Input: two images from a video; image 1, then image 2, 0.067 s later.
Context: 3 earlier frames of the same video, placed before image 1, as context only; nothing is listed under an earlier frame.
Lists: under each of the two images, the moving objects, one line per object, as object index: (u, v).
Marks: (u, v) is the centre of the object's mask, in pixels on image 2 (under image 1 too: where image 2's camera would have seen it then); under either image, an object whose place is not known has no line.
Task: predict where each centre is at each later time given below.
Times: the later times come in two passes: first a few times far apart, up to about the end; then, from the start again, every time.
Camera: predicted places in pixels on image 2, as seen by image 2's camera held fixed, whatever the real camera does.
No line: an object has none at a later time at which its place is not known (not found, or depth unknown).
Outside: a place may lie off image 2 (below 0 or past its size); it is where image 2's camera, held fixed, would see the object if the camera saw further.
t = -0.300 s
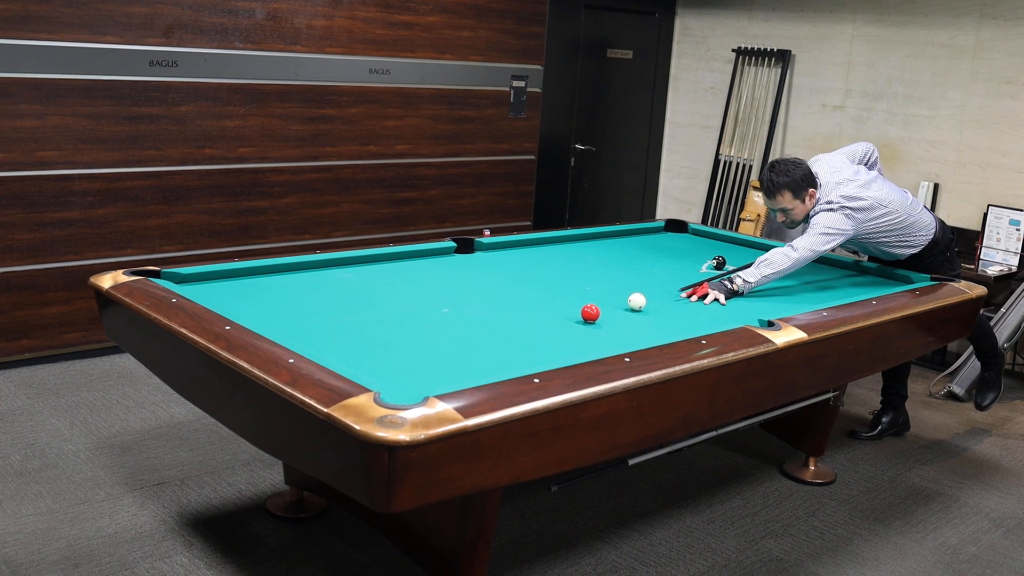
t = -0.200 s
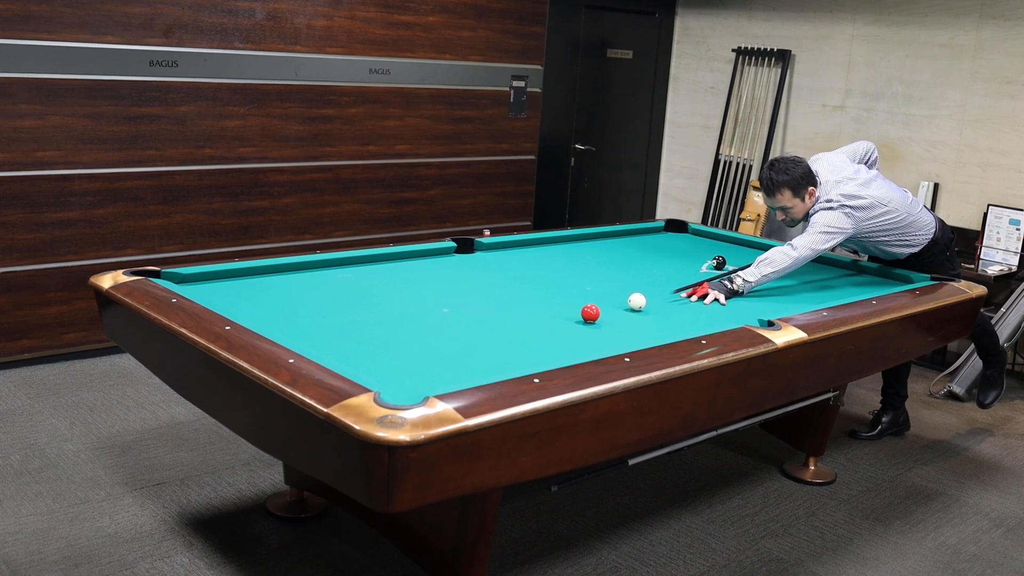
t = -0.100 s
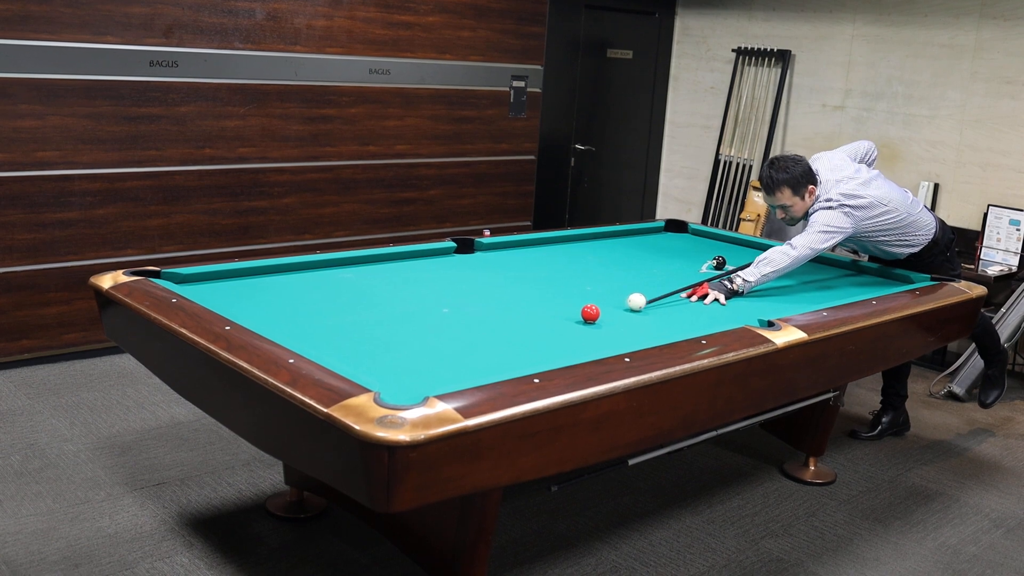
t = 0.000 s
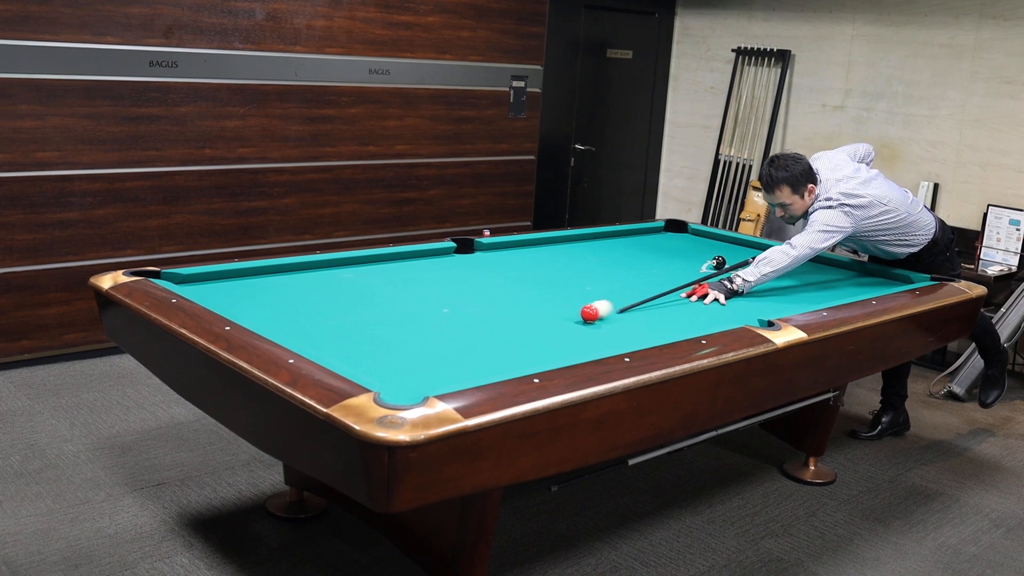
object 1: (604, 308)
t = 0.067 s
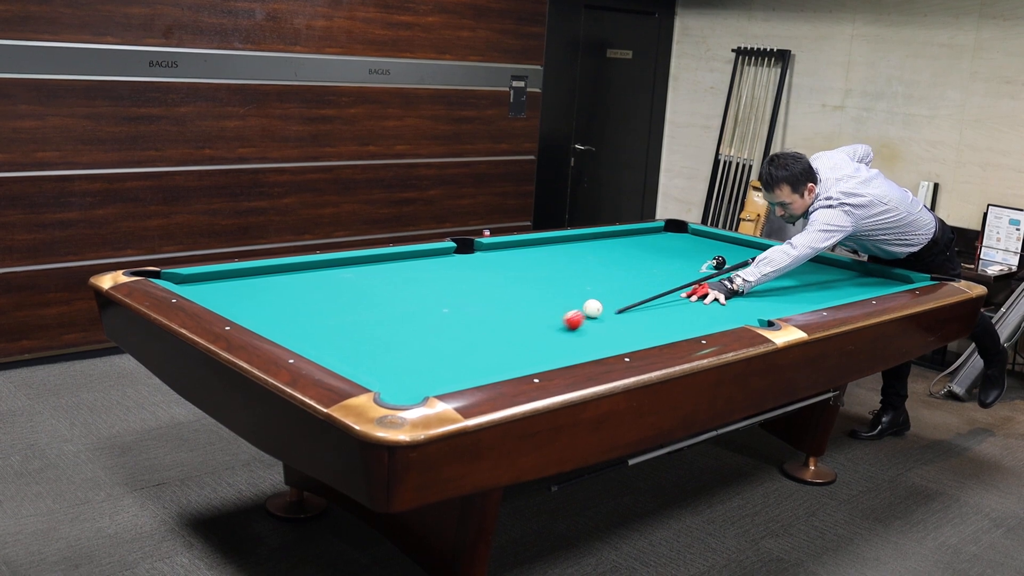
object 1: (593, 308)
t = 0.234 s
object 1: (588, 304)
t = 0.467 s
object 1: (585, 299)
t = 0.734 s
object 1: (582, 293)
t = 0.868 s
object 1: (581, 290)
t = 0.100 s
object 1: (591, 307)
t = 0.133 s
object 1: (590, 307)
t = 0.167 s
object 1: (589, 306)
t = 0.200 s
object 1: (588, 305)
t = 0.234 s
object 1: (588, 304)
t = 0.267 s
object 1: (588, 303)
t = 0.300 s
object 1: (587, 302)
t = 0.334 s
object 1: (587, 301)
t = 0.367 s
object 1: (586, 301)
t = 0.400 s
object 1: (586, 300)
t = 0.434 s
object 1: (585, 299)
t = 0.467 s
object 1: (585, 299)
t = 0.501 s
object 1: (585, 298)
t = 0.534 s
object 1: (584, 297)
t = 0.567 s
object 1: (584, 296)
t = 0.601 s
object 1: (584, 296)
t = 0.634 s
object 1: (583, 295)
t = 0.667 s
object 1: (583, 294)
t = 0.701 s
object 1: (582, 294)
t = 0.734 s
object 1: (582, 293)
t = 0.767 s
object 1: (582, 292)
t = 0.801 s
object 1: (581, 292)
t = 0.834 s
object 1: (581, 291)
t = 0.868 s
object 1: (581, 290)
